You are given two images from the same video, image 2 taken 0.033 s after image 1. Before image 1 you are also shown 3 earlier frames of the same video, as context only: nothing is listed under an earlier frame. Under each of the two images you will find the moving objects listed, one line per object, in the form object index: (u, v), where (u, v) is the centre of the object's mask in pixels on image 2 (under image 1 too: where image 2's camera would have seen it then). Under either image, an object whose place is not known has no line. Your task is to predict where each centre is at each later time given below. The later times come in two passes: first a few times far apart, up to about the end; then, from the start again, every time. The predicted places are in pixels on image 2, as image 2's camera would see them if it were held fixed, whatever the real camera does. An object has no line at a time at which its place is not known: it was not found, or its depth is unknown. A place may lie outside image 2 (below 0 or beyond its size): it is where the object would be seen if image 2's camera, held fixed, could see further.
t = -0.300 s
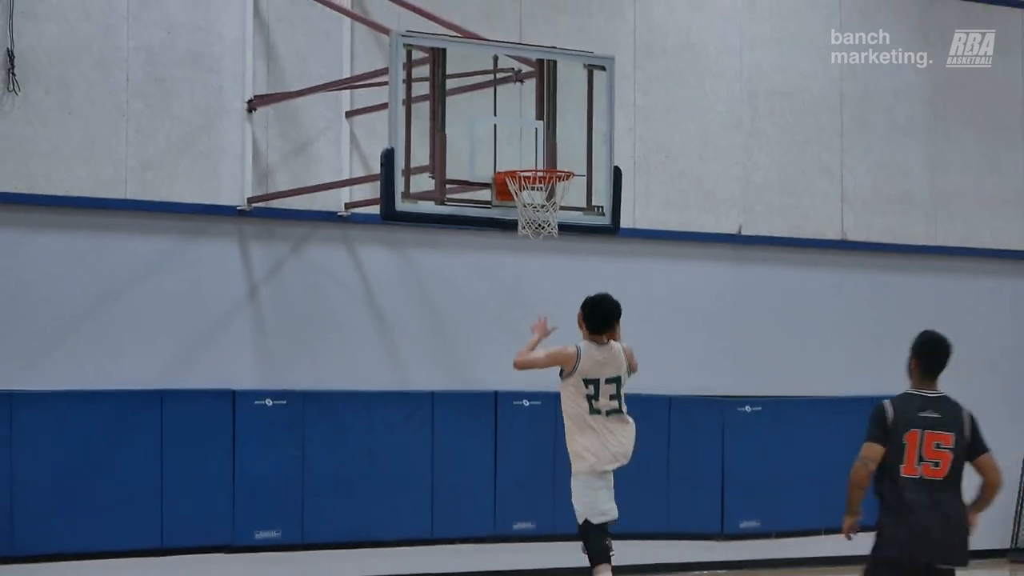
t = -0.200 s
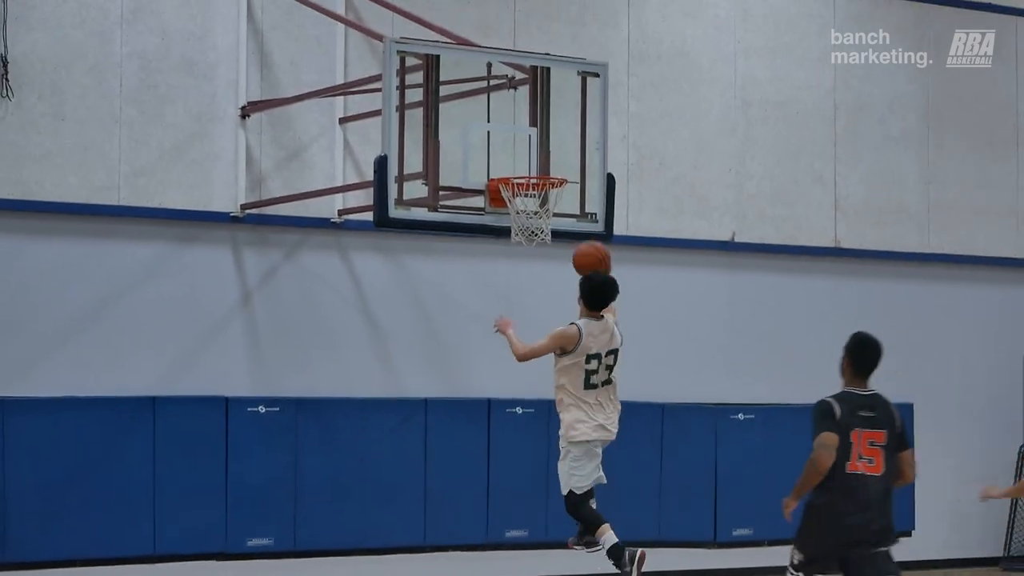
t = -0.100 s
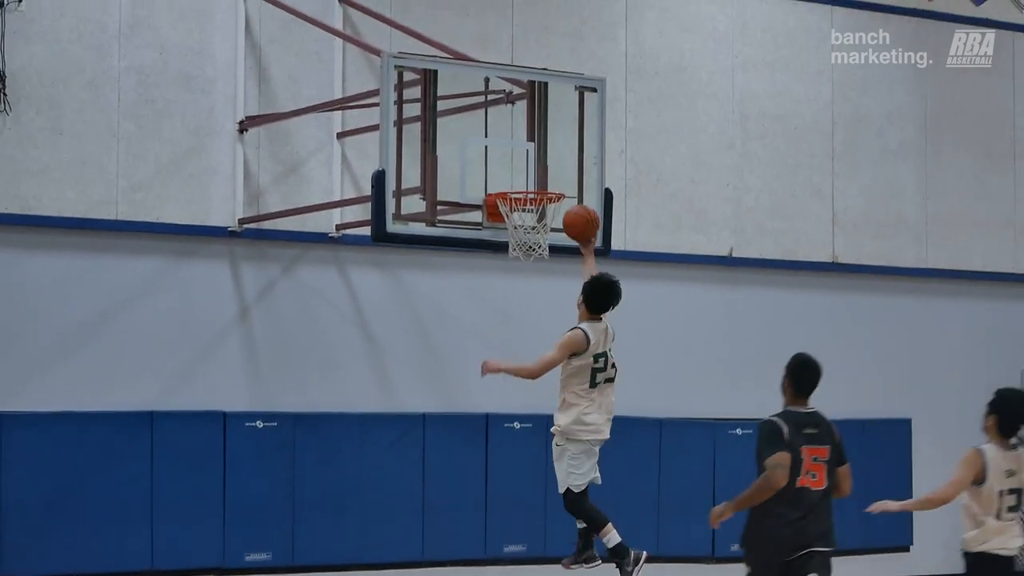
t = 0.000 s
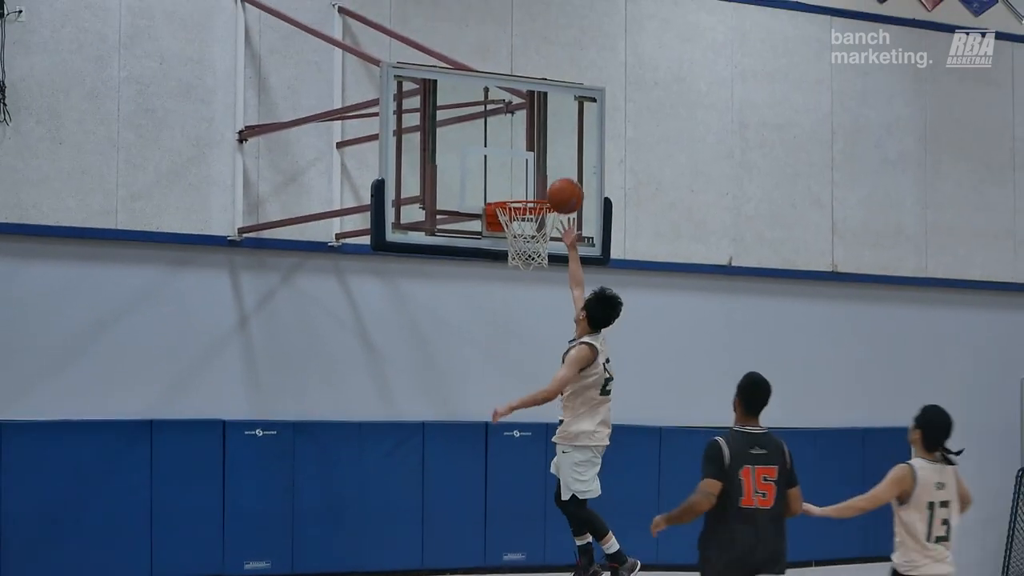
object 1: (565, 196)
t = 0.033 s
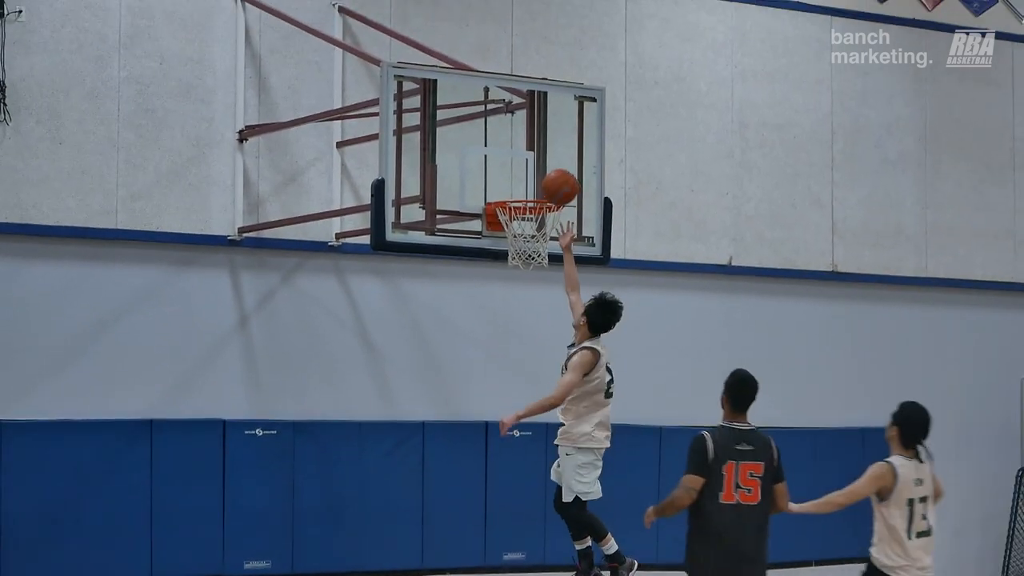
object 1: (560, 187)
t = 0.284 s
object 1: (518, 175)
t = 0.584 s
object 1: (519, 159)
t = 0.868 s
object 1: (551, 193)
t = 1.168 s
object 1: (597, 254)
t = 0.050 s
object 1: (556, 183)
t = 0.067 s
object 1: (554, 179)
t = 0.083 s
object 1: (552, 176)
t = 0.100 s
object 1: (548, 175)
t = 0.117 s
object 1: (545, 173)
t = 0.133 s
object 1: (543, 171)
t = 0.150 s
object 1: (540, 170)
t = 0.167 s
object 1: (537, 169)
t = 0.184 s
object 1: (535, 169)
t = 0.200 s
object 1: (532, 169)
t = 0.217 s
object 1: (529, 169)
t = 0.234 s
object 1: (526, 170)
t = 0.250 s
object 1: (524, 171)
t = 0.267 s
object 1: (520, 173)
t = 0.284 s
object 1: (518, 175)
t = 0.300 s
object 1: (515, 178)
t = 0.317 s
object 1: (512, 181)
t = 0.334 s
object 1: (510, 184)
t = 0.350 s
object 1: (507, 186)
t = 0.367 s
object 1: (506, 188)
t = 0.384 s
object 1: (506, 185)
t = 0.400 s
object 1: (507, 182)
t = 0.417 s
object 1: (508, 178)
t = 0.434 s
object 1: (509, 175)
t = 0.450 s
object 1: (510, 172)
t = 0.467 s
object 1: (510, 170)
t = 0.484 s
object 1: (511, 167)
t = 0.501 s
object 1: (512, 165)
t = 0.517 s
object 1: (513, 164)
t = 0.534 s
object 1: (514, 163)
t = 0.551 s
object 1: (515, 161)
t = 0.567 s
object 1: (517, 160)
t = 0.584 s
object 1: (519, 159)
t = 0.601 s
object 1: (520, 159)
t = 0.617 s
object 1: (523, 159)
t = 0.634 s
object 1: (524, 159)
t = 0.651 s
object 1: (525, 160)
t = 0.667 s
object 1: (528, 161)
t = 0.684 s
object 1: (530, 162)
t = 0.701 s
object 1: (531, 164)
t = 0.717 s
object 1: (533, 167)
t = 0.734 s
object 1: (535, 169)
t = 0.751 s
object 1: (537, 173)
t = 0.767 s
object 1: (539, 176)
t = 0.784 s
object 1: (541, 180)
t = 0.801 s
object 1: (542, 184)
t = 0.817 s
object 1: (544, 187)
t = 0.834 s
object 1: (546, 190)
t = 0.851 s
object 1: (548, 192)
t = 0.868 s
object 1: (551, 193)
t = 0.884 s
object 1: (553, 194)
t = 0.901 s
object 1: (557, 196)
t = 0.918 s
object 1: (559, 198)
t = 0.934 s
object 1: (562, 202)
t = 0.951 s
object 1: (565, 206)
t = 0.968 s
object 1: (567, 210)
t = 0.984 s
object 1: (569, 214)
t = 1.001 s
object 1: (570, 217)
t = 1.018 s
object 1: (572, 219)
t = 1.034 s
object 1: (574, 220)
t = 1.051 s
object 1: (576, 223)
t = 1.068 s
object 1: (579, 226)
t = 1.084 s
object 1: (582, 230)
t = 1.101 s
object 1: (585, 234)
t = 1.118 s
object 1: (588, 238)
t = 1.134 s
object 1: (591, 243)
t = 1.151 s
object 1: (594, 248)
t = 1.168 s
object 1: (597, 254)
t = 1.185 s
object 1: (600, 260)
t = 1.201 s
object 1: (603, 267)
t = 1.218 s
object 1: (606, 273)
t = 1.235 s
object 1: (608, 281)
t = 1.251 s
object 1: (612, 288)
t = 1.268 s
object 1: (614, 296)
